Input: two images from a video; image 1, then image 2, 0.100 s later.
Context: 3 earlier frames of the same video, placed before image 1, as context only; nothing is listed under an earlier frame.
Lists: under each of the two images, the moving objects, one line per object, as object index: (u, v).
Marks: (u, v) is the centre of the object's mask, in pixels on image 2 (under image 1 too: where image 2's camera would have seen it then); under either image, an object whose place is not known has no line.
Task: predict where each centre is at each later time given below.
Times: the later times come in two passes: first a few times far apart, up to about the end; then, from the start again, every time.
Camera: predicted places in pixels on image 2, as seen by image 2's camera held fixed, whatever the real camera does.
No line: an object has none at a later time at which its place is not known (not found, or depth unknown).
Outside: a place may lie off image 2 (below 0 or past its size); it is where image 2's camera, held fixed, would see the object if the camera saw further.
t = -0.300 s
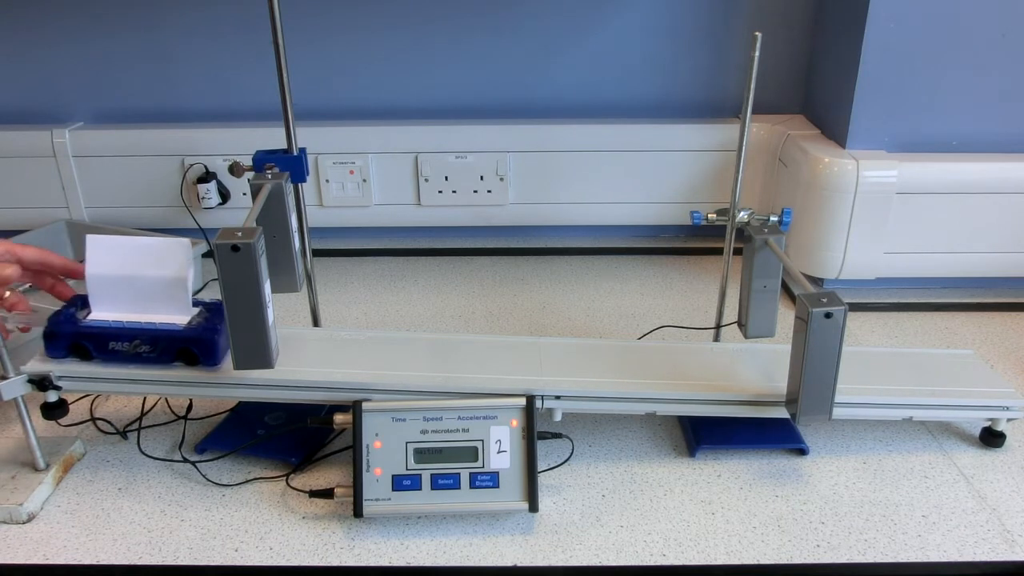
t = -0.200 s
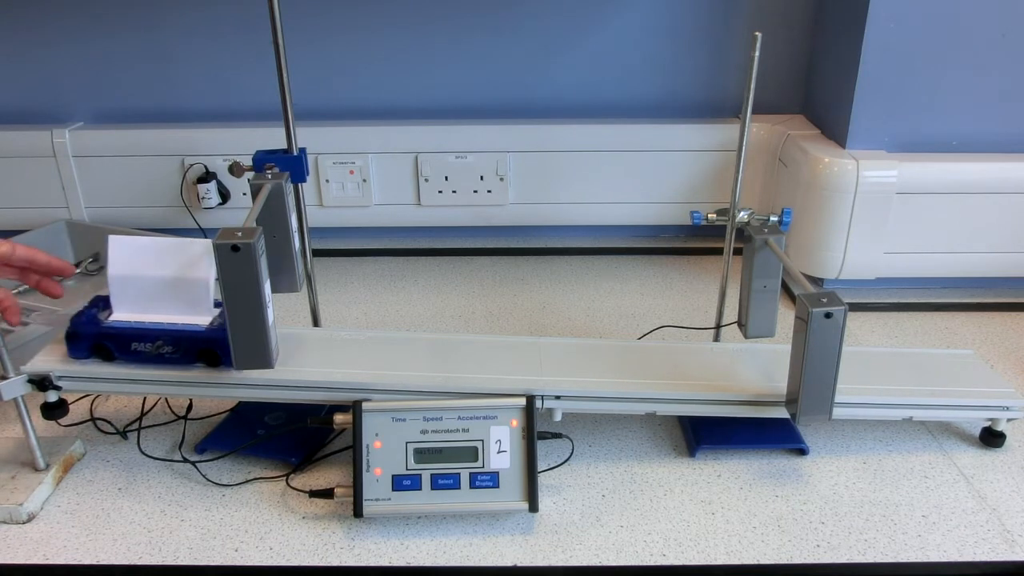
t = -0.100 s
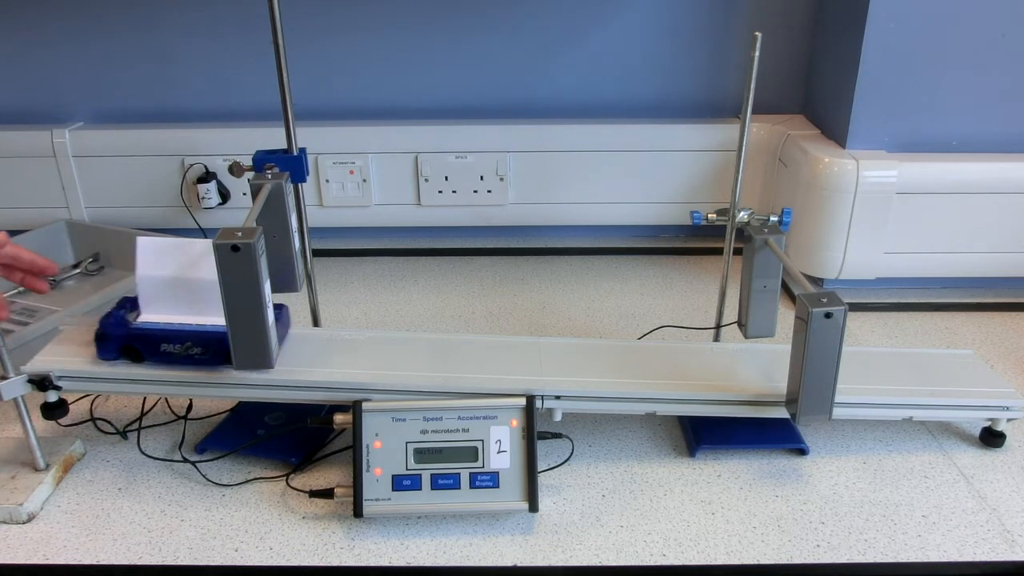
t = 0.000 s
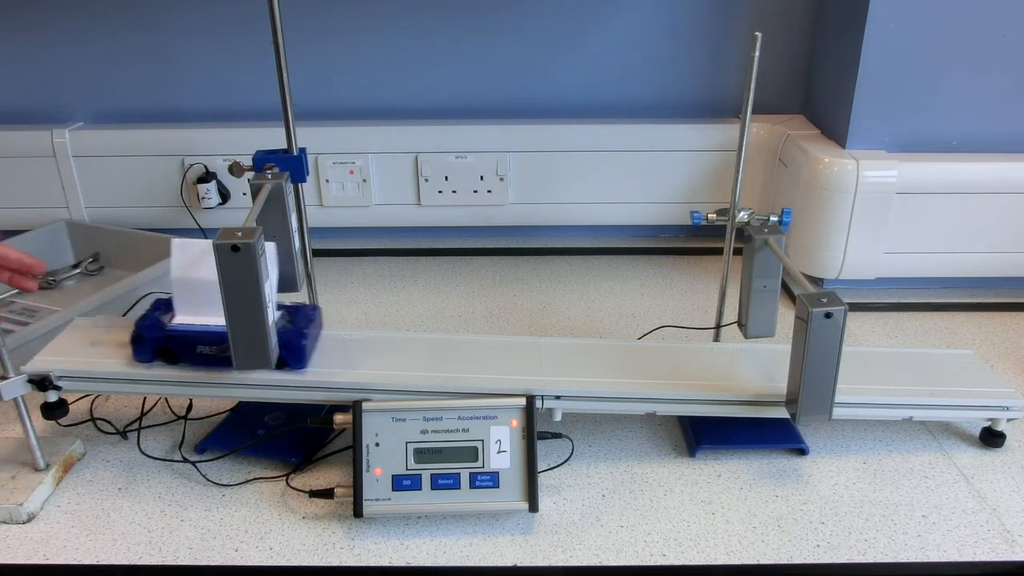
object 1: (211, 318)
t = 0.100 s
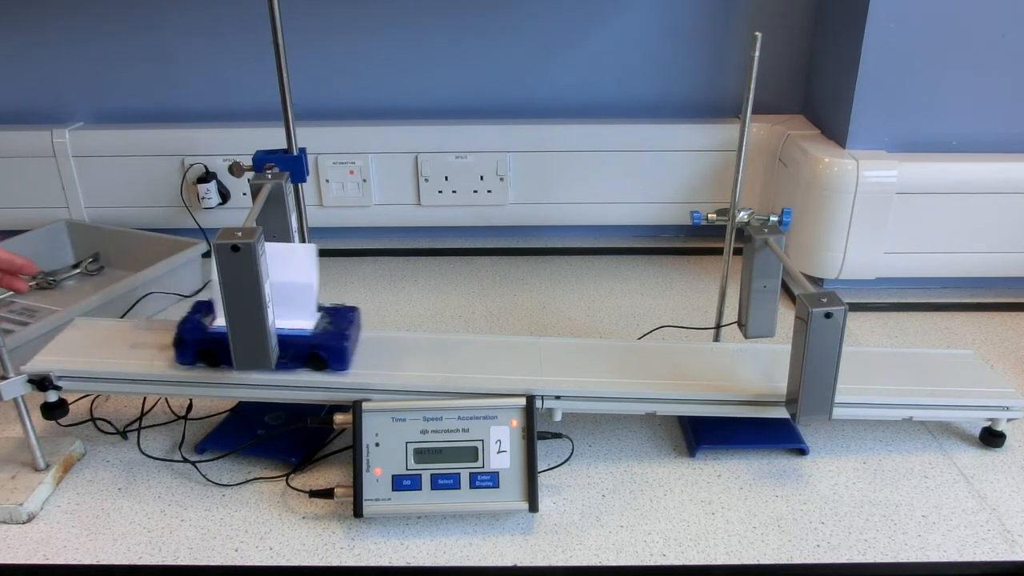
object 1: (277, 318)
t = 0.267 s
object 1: (353, 315)
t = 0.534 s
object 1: (516, 323)
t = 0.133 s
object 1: (296, 317)
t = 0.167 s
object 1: (322, 312)
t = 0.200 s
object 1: (330, 311)
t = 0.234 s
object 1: (340, 313)
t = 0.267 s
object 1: (353, 315)
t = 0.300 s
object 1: (368, 317)
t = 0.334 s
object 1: (387, 317)
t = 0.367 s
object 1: (407, 318)
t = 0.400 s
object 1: (428, 319)
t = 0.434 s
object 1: (449, 320)
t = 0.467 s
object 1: (471, 321)
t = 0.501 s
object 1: (493, 322)
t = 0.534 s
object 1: (516, 323)
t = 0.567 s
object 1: (540, 324)
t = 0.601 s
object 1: (564, 325)
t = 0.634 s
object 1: (588, 326)
